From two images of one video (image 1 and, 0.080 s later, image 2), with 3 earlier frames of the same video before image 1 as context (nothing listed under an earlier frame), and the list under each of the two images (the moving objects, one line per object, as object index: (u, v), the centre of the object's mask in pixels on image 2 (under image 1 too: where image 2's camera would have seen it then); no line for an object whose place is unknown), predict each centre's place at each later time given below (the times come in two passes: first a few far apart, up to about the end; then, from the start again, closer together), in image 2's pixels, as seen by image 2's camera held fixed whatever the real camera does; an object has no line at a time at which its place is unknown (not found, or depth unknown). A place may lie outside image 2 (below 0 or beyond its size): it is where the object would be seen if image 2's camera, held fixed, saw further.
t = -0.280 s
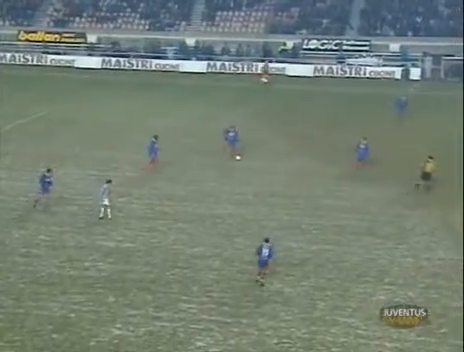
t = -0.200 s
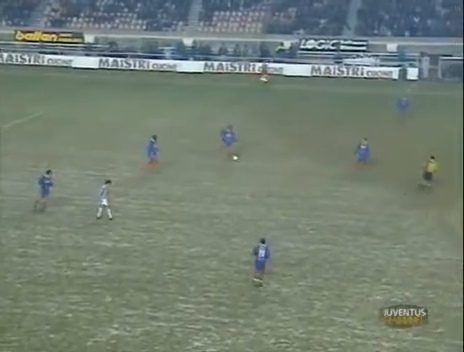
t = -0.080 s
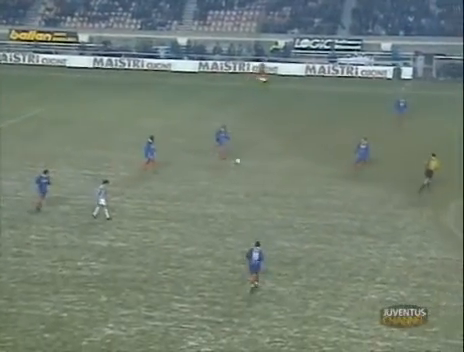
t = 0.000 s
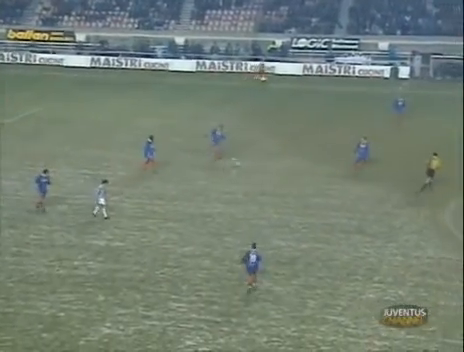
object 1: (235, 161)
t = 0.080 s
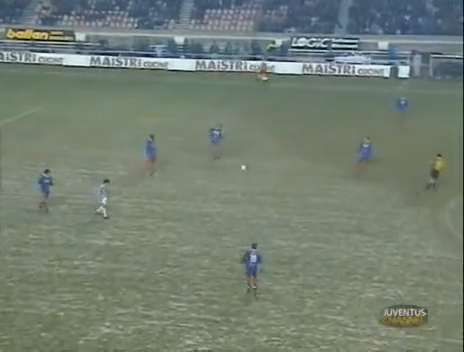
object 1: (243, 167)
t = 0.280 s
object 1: (250, 184)
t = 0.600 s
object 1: (254, 230)
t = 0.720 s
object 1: (253, 239)
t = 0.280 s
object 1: (250, 184)
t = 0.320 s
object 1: (251, 188)
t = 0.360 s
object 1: (252, 192)
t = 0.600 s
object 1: (254, 230)
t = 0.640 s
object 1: (253, 235)
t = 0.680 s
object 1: (253, 236)
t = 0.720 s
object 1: (253, 239)
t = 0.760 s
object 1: (252, 242)
